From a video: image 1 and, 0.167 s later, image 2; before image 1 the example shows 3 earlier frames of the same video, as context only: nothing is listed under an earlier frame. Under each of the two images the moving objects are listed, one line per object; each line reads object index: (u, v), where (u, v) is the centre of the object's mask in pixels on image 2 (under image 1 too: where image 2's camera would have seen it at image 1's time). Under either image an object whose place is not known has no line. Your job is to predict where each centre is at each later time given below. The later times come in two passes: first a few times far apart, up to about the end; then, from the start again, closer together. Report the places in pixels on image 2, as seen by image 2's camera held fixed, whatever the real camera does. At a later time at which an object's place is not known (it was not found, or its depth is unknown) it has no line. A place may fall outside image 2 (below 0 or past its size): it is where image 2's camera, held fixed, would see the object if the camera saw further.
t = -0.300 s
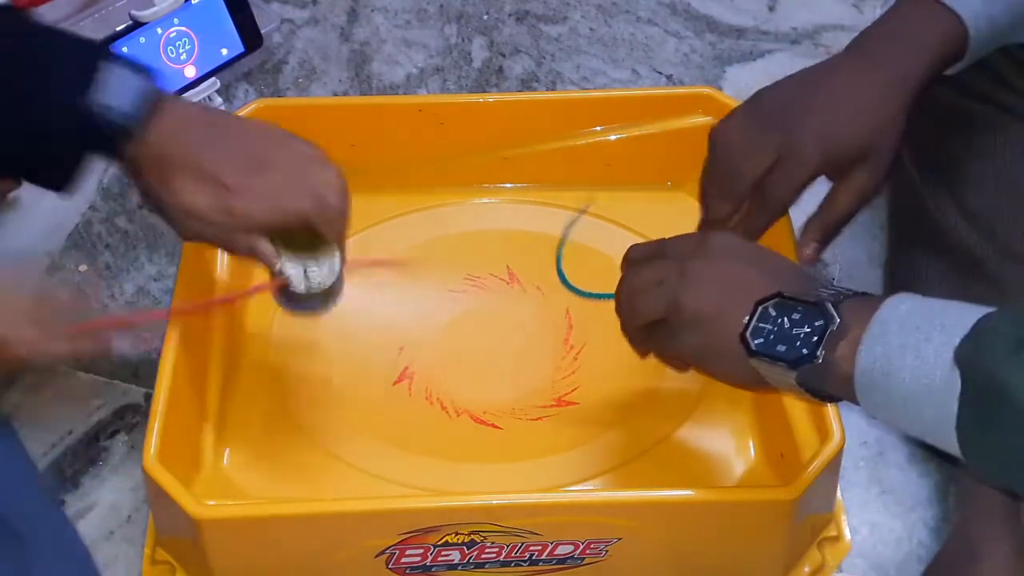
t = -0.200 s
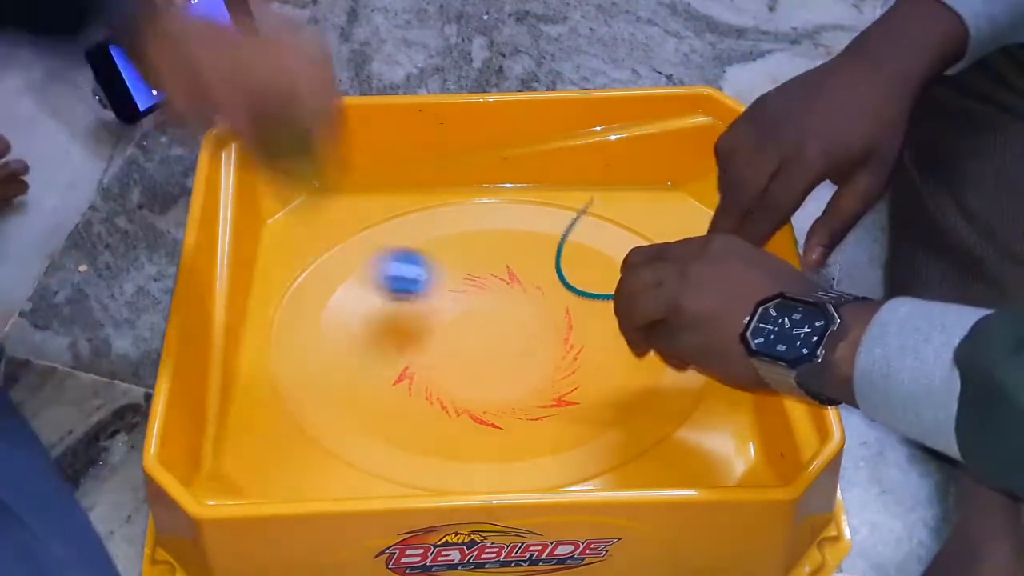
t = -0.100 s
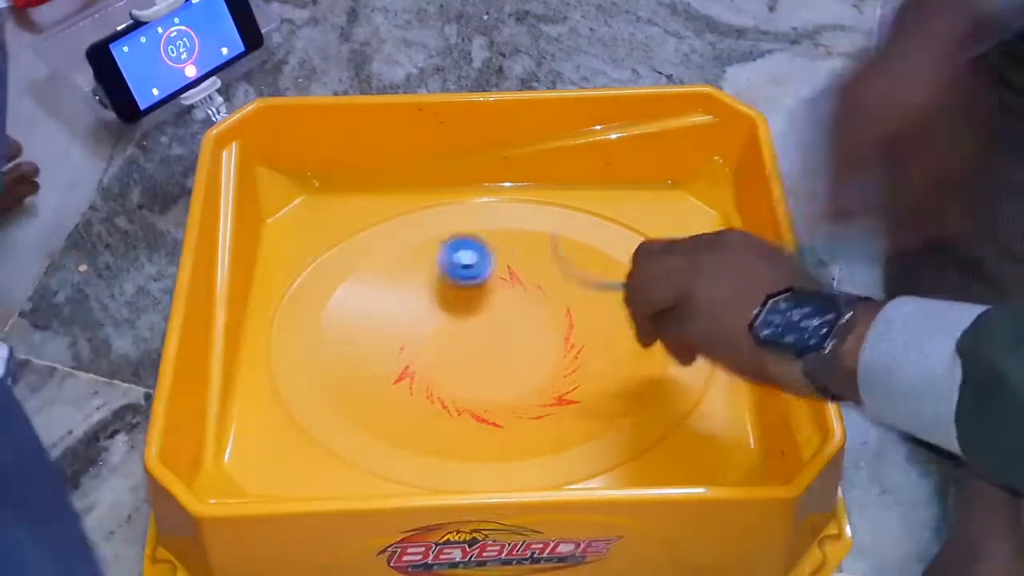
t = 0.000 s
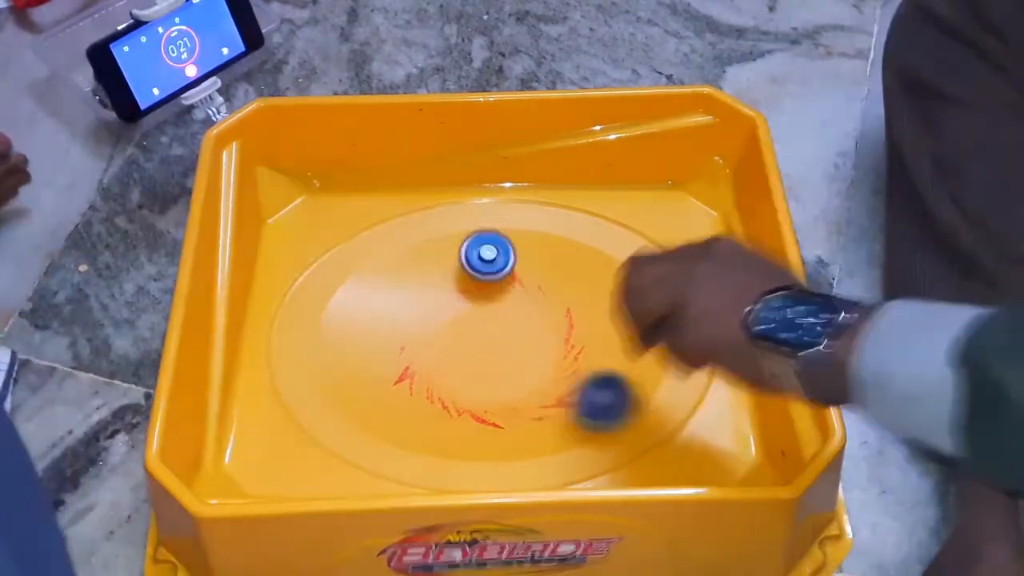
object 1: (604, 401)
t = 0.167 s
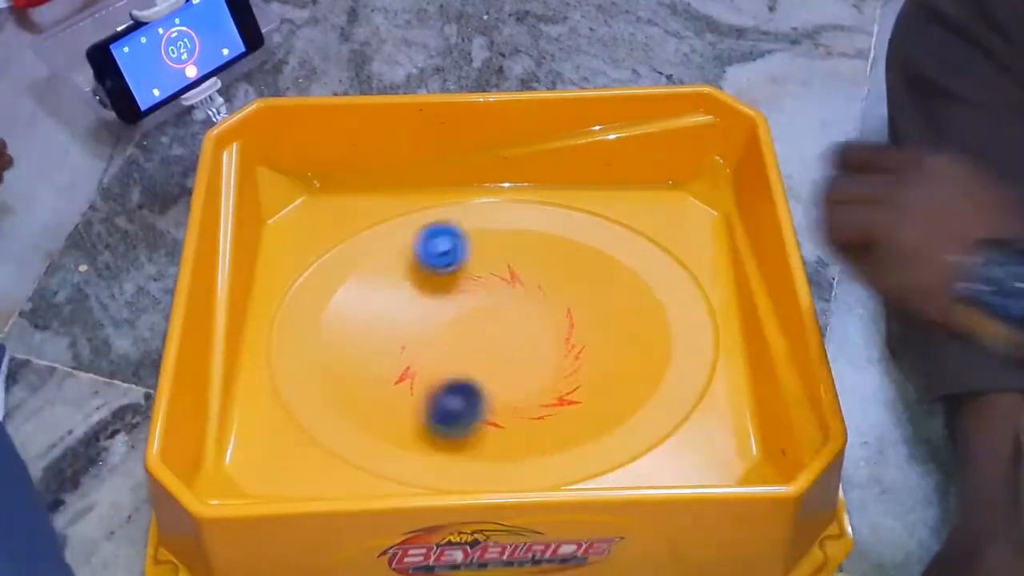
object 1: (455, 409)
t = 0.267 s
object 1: (405, 389)
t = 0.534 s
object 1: (327, 447)
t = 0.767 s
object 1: (274, 469)
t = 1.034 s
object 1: (237, 455)
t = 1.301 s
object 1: (278, 467)
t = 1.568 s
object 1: (311, 433)
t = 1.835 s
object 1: (436, 432)
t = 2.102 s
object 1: (620, 303)
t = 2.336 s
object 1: (489, 187)
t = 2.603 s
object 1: (277, 303)
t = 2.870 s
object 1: (370, 420)
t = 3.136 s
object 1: (604, 419)
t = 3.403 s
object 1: (698, 313)
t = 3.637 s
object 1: (652, 234)
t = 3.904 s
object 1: (544, 206)
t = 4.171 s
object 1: (390, 269)
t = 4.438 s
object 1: (402, 466)
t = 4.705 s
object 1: (609, 359)
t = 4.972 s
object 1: (583, 211)
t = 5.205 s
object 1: (448, 298)
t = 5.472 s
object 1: (492, 424)
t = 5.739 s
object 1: (625, 341)
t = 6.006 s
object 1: (430, 266)
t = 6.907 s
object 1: (398, 402)
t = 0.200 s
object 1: (434, 403)
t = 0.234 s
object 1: (418, 396)
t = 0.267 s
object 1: (405, 389)
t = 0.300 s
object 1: (397, 381)
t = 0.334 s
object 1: (387, 381)
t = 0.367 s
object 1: (369, 401)
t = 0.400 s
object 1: (352, 431)
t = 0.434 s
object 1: (339, 456)
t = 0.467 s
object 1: (332, 469)
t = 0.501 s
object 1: (331, 458)
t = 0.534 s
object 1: (327, 447)
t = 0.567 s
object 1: (324, 441)
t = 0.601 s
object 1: (320, 437)
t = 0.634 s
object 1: (316, 436)
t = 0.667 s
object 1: (310, 439)
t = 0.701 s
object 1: (301, 446)
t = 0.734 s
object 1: (290, 457)
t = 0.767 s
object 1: (274, 469)
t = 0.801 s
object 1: (262, 468)
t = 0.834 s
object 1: (251, 463)
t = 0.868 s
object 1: (240, 458)
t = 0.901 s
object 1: (238, 451)
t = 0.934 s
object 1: (242, 446)
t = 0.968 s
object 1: (244, 445)
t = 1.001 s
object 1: (241, 448)
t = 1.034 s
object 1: (237, 455)
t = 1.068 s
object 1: (243, 458)
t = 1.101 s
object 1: (250, 460)
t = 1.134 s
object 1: (255, 464)
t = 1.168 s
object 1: (259, 467)
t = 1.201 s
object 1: (262, 470)
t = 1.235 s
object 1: (267, 470)
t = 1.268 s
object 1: (273, 469)
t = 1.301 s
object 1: (278, 467)
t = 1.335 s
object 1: (284, 465)
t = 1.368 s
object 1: (289, 461)
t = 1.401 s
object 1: (294, 457)
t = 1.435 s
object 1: (298, 452)
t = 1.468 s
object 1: (301, 448)
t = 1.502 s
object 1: (305, 443)
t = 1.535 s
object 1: (308, 438)
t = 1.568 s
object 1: (311, 433)
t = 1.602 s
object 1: (316, 429)
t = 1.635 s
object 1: (325, 428)
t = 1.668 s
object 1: (338, 427)
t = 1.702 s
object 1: (354, 428)
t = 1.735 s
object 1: (371, 430)
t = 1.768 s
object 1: (390, 431)
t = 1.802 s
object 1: (411, 432)
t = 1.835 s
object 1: (436, 432)
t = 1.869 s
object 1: (468, 428)
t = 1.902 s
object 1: (505, 420)
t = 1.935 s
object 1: (541, 407)
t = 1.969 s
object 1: (572, 392)
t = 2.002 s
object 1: (594, 372)
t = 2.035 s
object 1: (611, 349)
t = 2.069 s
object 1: (619, 326)
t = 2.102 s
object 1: (620, 303)
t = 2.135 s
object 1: (616, 281)
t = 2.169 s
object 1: (605, 259)
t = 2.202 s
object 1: (587, 238)
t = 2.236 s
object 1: (565, 222)
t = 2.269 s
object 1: (545, 209)
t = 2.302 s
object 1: (526, 199)
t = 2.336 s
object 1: (489, 187)
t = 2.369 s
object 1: (450, 195)
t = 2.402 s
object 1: (408, 211)
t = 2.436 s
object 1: (367, 233)
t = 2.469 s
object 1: (343, 236)
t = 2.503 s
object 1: (318, 247)
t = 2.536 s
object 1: (297, 263)
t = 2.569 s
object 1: (278, 279)
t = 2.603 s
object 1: (277, 303)
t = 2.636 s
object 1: (286, 327)
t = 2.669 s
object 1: (293, 348)
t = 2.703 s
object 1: (301, 362)
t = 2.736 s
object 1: (311, 377)
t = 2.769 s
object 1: (324, 389)
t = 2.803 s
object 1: (337, 400)
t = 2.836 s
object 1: (353, 410)
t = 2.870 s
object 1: (370, 420)
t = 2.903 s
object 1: (392, 429)
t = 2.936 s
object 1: (418, 438)
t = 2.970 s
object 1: (446, 443)
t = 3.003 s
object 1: (476, 446)
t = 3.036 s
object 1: (510, 445)
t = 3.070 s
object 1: (543, 440)
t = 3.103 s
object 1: (576, 431)
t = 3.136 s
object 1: (604, 419)
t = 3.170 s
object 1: (628, 405)
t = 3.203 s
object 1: (648, 390)
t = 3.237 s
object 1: (662, 376)
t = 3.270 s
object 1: (674, 363)
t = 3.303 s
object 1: (683, 352)
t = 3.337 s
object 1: (690, 339)
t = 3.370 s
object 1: (696, 326)
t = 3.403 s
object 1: (698, 313)
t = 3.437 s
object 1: (699, 299)
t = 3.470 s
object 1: (699, 286)
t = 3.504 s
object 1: (697, 274)
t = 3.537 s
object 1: (687, 262)
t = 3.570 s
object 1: (675, 252)
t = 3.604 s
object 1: (663, 242)
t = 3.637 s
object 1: (652, 234)
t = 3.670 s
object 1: (641, 227)
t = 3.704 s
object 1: (629, 221)
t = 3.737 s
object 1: (616, 216)
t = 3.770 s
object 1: (603, 212)
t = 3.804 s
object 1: (589, 209)
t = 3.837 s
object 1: (574, 207)
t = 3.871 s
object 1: (559, 205)
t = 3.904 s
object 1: (544, 206)
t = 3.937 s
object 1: (528, 206)
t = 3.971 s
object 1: (512, 208)
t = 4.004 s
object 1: (496, 210)
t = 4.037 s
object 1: (479, 214)
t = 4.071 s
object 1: (461, 221)
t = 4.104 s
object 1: (441, 231)
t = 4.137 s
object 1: (416, 247)
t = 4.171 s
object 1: (390, 269)
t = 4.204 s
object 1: (364, 296)
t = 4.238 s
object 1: (344, 327)
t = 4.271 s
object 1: (335, 360)
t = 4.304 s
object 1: (335, 393)
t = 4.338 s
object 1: (342, 426)
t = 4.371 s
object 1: (354, 451)
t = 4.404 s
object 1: (376, 468)
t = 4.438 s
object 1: (402, 466)
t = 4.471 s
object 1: (427, 460)
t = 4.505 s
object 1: (450, 453)
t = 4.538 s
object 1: (471, 446)
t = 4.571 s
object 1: (493, 439)
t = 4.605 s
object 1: (520, 429)
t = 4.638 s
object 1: (550, 411)
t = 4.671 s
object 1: (581, 389)
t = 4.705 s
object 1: (609, 359)
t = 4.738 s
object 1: (629, 324)
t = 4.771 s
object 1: (637, 290)
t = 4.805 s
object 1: (638, 256)
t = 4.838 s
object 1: (634, 227)
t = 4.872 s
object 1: (625, 202)
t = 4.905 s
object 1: (612, 185)
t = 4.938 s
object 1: (598, 195)
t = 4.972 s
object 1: (583, 211)
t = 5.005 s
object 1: (570, 219)
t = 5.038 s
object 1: (556, 228)
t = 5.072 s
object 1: (540, 239)
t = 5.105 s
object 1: (519, 253)
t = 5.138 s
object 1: (492, 268)
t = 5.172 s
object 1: (467, 282)
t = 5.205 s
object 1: (448, 298)
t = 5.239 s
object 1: (435, 314)
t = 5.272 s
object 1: (429, 331)
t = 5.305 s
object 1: (427, 350)
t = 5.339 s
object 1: (429, 368)
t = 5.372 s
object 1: (436, 385)
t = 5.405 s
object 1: (448, 401)
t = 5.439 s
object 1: (467, 414)
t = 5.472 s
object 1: (492, 424)
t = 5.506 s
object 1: (522, 428)
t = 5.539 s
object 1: (553, 426)
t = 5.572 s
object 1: (573, 419)
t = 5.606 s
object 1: (594, 406)
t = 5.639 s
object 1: (610, 393)
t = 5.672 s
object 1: (622, 376)
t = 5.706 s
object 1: (626, 359)
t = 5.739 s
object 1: (625, 341)
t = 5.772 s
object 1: (619, 325)
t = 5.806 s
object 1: (607, 311)
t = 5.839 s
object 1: (590, 297)
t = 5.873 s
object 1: (569, 284)
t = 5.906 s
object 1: (540, 272)
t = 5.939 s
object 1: (507, 265)
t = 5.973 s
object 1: (469, 262)
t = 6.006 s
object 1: (430, 266)
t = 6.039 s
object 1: (391, 276)
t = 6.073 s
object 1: (354, 293)
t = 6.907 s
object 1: (398, 402)
